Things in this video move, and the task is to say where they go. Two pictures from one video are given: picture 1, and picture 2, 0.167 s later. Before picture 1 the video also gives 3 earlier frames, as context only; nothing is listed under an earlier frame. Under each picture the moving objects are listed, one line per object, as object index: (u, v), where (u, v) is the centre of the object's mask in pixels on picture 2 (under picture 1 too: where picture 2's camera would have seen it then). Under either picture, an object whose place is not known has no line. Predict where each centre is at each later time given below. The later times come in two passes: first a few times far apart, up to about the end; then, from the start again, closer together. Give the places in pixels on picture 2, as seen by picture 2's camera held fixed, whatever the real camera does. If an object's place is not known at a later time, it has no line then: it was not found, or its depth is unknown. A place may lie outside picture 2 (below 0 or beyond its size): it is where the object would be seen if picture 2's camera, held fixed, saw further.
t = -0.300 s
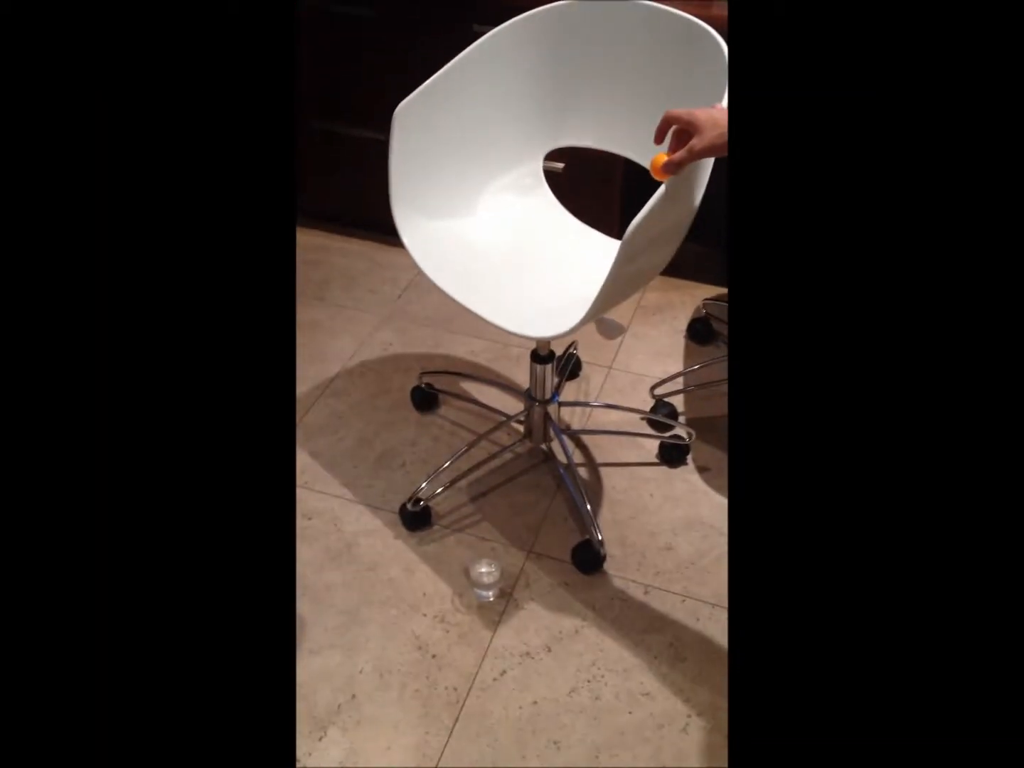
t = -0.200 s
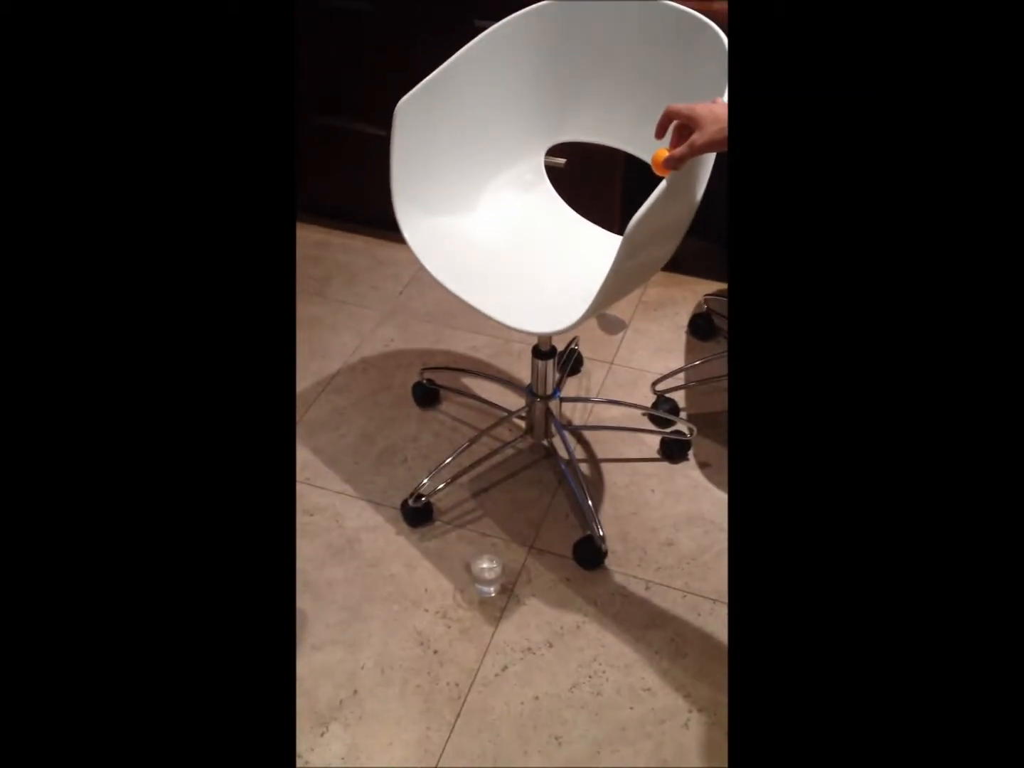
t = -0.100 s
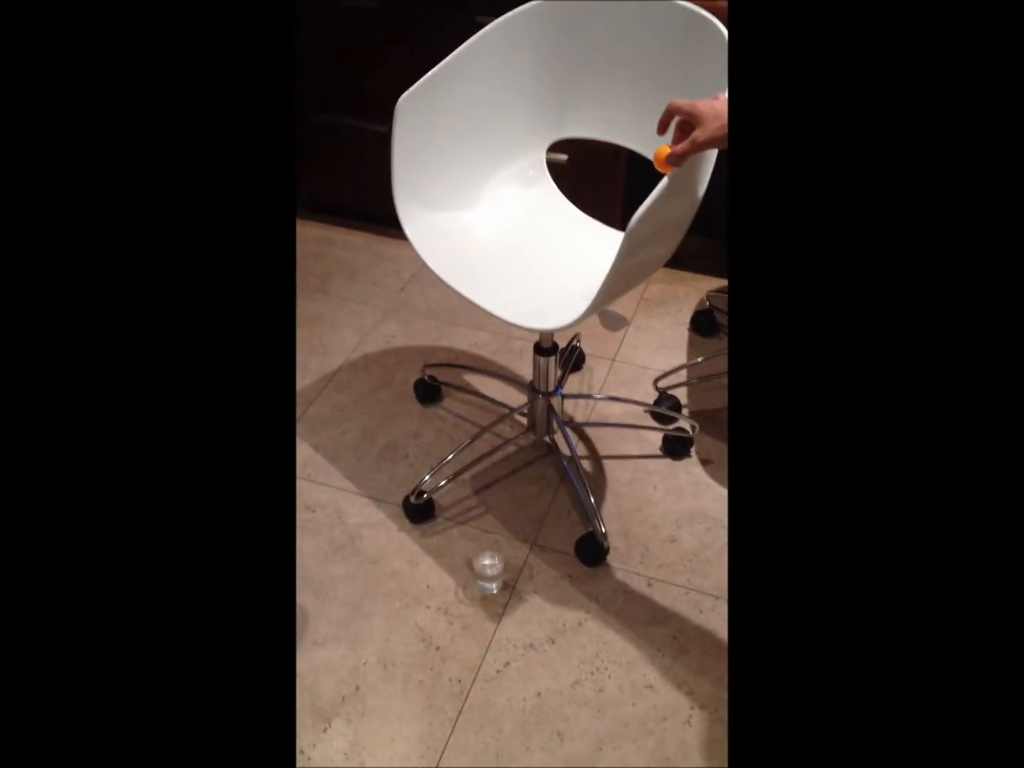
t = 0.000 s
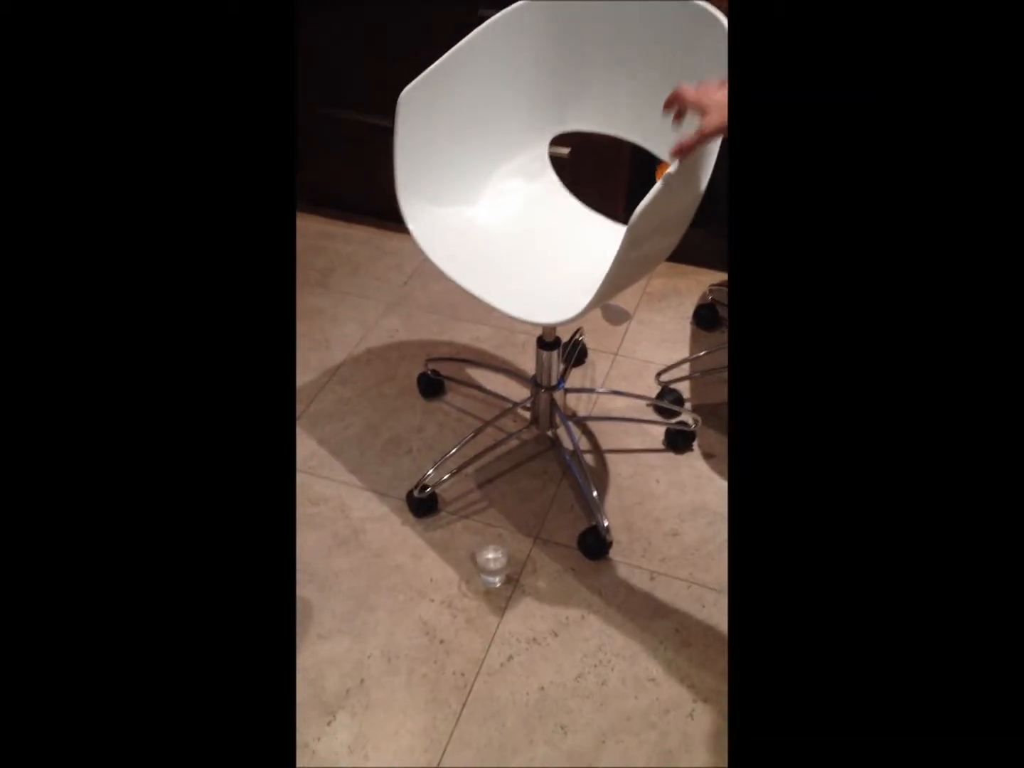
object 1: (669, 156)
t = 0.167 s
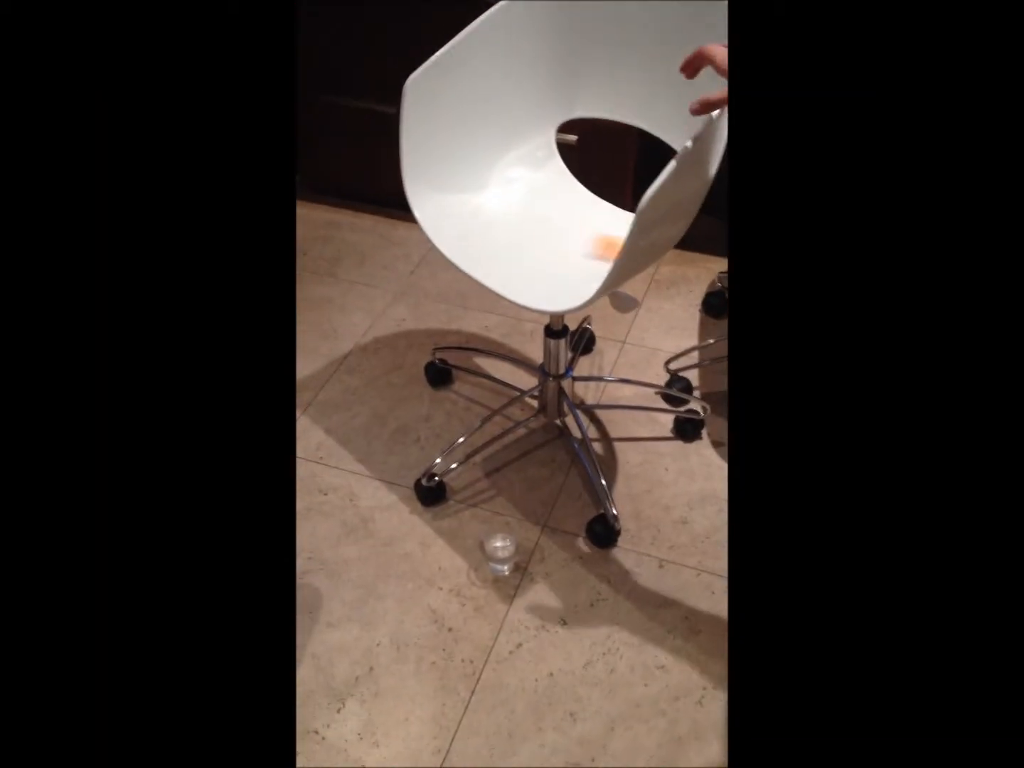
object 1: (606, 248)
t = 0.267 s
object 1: (539, 224)
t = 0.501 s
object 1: (436, 142)
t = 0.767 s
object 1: (445, 241)
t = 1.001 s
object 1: (487, 423)
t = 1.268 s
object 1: (499, 538)
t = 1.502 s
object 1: (495, 538)
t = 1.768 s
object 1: (495, 536)
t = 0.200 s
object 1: (583, 241)
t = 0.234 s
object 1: (560, 232)
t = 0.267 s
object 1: (539, 224)
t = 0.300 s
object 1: (518, 216)
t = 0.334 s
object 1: (498, 205)
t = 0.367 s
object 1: (477, 191)
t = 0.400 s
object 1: (462, 177)
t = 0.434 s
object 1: (450, 160)
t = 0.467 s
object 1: (442, 148)
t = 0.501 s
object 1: (436, 142)
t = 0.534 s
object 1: (431, 142)
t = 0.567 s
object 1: (426, 147)
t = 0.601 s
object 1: (424, 158)
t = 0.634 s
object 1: (423, 174)
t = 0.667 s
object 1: (426, 194)
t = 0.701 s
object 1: (431, 211)
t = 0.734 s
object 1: (438, 228)
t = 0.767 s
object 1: (445, 241)
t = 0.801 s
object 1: (452, 253)
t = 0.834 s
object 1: (456, 269)
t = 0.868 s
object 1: (463, 290)
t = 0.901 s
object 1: (469, 316)
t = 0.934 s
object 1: (474, 348)
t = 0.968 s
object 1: (481, 385)
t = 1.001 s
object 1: (487, 423)
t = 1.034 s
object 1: (492, 465)
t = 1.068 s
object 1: (497, 506)
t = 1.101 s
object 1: (502, 545)
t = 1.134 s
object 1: (502, 549)
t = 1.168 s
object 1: (501, 548)
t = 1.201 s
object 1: (501, 548)
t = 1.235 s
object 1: (500, 546)
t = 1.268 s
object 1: (499, 538)
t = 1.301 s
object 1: (498, 537)
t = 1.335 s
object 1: (498, 539)
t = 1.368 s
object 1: (498, 539)
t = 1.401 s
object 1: (496, 538)
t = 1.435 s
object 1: (495, 537)
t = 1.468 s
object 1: (495, 537)
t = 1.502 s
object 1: (495, 538)
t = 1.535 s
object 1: (495, 538)
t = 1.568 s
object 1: (495, 538)
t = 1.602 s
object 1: (495, 537)
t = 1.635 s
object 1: (494, 537)
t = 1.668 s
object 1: (494, 537)
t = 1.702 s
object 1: (494, 536)
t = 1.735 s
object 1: (494, 536)
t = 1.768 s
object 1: (495, 536)
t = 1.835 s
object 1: (494, 537)
